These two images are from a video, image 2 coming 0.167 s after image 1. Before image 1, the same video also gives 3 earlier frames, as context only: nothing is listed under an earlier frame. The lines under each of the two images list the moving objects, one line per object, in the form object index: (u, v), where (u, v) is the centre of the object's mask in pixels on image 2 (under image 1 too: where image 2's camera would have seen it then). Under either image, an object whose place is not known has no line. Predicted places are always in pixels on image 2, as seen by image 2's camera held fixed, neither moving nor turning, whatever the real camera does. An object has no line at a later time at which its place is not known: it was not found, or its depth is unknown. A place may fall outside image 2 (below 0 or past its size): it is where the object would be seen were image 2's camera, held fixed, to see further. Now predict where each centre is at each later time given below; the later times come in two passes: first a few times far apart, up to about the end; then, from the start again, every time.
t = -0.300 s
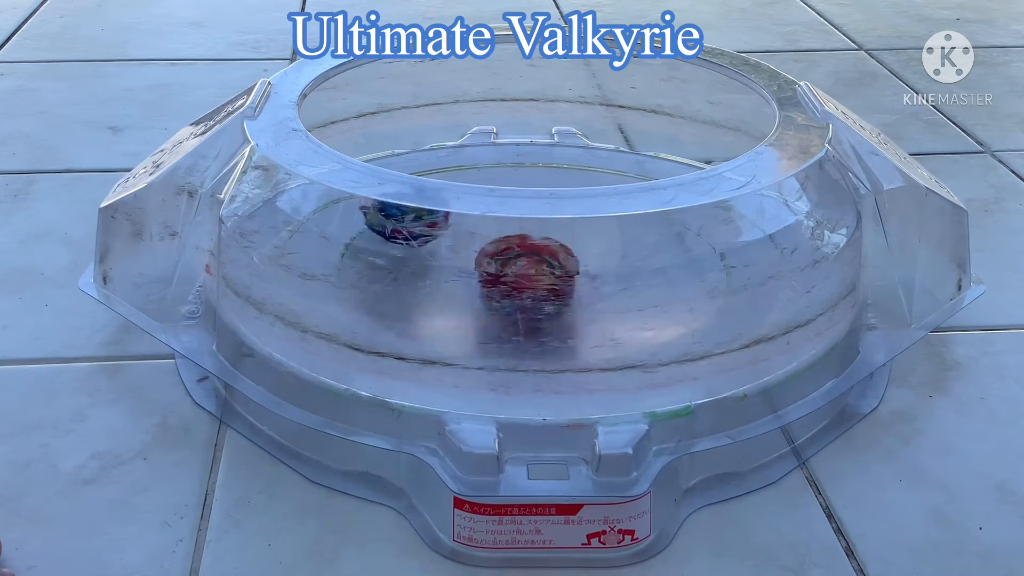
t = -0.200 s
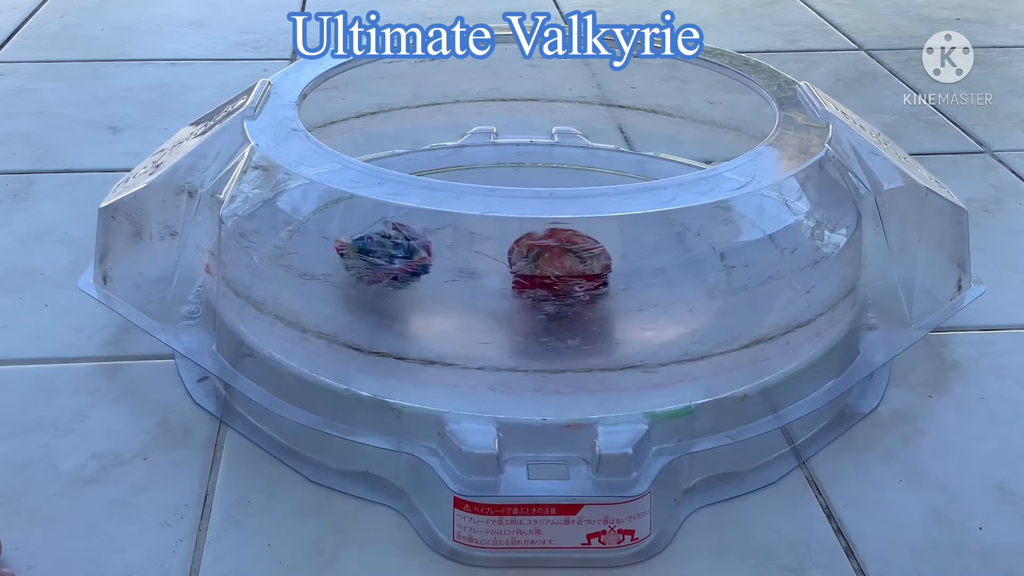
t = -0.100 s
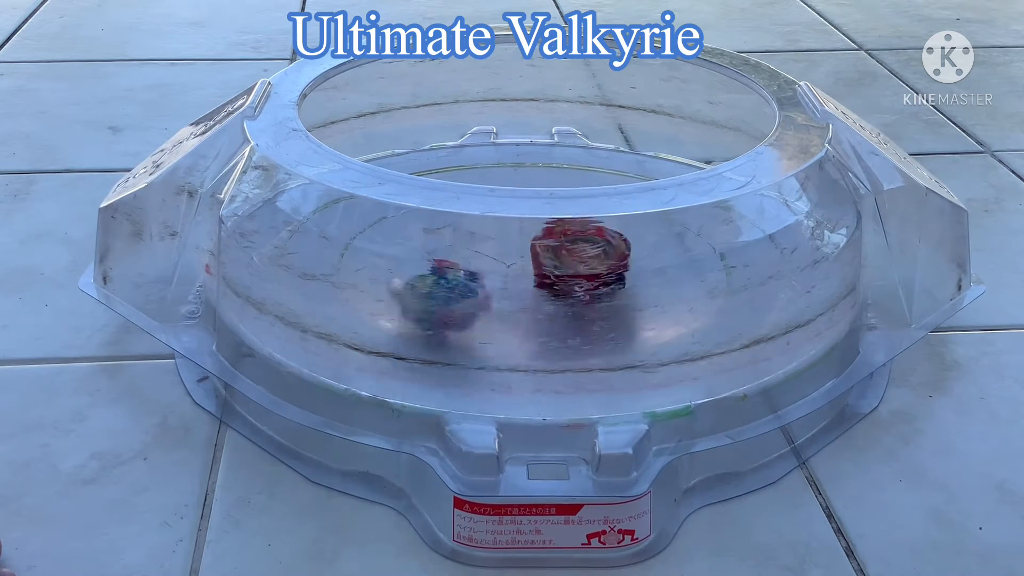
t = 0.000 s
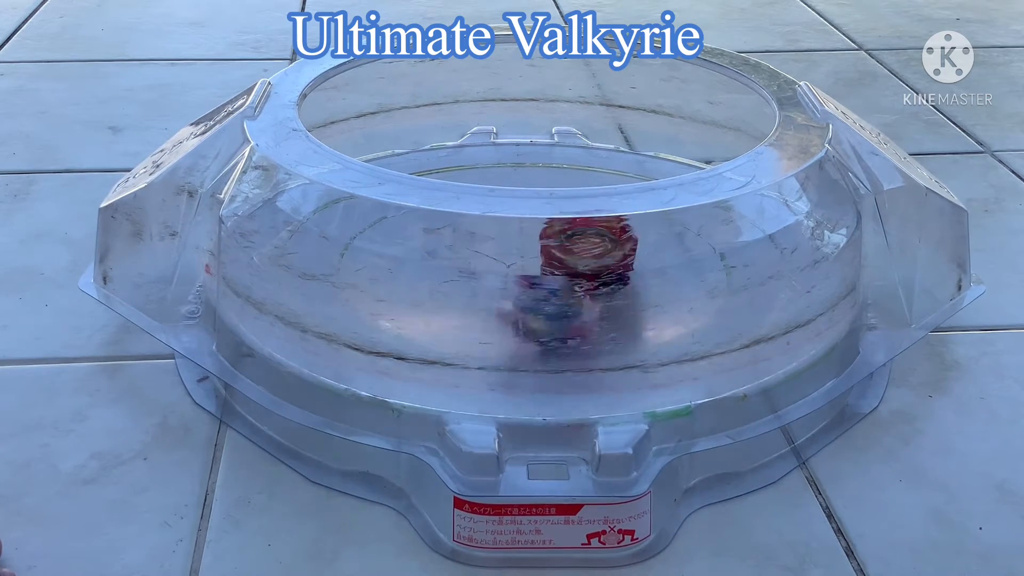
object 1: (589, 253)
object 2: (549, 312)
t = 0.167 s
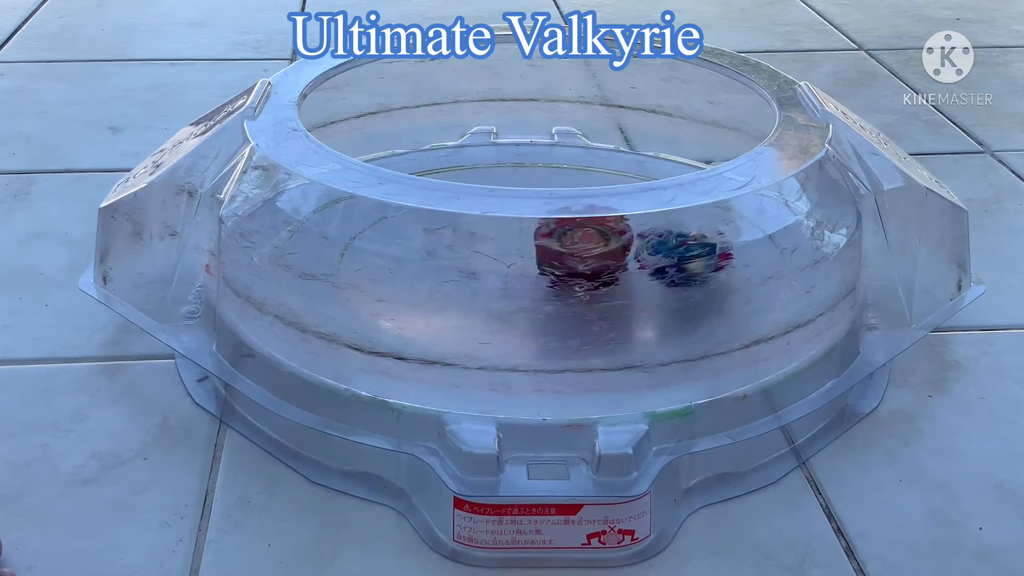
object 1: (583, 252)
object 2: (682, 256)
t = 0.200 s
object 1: (576, 252)
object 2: (688, 239)
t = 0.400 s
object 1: (548, 257)
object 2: (575, 167)
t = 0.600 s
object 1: (548, 266)
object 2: (394, 219)
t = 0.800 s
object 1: (553, 265)
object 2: (458, 310)
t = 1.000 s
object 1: (541, 264)
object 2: (709, 294)
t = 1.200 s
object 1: (526, 262)
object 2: (774, 237)
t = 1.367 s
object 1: (513, 261)
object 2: (726, 205)
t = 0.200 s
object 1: (576, 252)
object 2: (688, 239)
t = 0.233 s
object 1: (569, 252)
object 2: (688, 227)
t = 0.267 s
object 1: (563, 252)
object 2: (678, 221)
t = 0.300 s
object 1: (557, 254)
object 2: (663, 217)
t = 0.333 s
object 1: (553, 255)
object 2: (632, 171)
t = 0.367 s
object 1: (550, 256)
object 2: (607, 169)
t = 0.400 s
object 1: (548, 257)
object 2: (575, 167)
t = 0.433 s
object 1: (546, 259)
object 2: (545, 166)
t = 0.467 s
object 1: (544, 261)
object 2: (509, 166)
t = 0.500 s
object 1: (544, 262)
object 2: (477, 168)
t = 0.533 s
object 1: (545, 264)
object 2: (447, 171)
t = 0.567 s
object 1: (546, 264)
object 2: (412, 215)
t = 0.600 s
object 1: (548, 266)
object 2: (394, 219)
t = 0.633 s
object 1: (550, 266)
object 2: (383, 227)
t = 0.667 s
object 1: (552, 266)
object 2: (379, 244)
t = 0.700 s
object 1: (553, 266)
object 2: (382, 261)
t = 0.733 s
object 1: (554, 266)
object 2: (399, 279)
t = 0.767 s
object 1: (554, 266)
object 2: (423, 297)
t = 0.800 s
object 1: (553, 265)
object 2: (458, 310)
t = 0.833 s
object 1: (553, 265)
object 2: (501, 320)
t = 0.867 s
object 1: (551, 265)
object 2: (549, 322)
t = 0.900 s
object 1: (548, 264)
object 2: (593, 321)
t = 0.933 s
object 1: (547, 264)
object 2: (642, 312)
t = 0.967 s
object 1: (544, 264)
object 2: (677, 303)
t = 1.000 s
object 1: (541, 264)
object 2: (709, 294)
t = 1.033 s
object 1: (539, 264)
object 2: (734, 285)
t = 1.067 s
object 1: (538, 265)
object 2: (756, 278)
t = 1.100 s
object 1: (536, 263)
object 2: (769, 268)
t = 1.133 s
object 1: (533, 262)
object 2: (781, 258)
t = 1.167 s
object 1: (530, 262)
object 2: (781, 249)
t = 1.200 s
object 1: (526, 262)
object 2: (774, 237)
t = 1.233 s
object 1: (523, 261)
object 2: (765, 226)
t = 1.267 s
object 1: (520, 261)
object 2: (757, 217)
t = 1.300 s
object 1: (517, 261)
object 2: (748, 210)
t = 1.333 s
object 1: (515, 261)
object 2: (738, 206)
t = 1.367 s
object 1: (513, 261)
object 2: (726, 205)
